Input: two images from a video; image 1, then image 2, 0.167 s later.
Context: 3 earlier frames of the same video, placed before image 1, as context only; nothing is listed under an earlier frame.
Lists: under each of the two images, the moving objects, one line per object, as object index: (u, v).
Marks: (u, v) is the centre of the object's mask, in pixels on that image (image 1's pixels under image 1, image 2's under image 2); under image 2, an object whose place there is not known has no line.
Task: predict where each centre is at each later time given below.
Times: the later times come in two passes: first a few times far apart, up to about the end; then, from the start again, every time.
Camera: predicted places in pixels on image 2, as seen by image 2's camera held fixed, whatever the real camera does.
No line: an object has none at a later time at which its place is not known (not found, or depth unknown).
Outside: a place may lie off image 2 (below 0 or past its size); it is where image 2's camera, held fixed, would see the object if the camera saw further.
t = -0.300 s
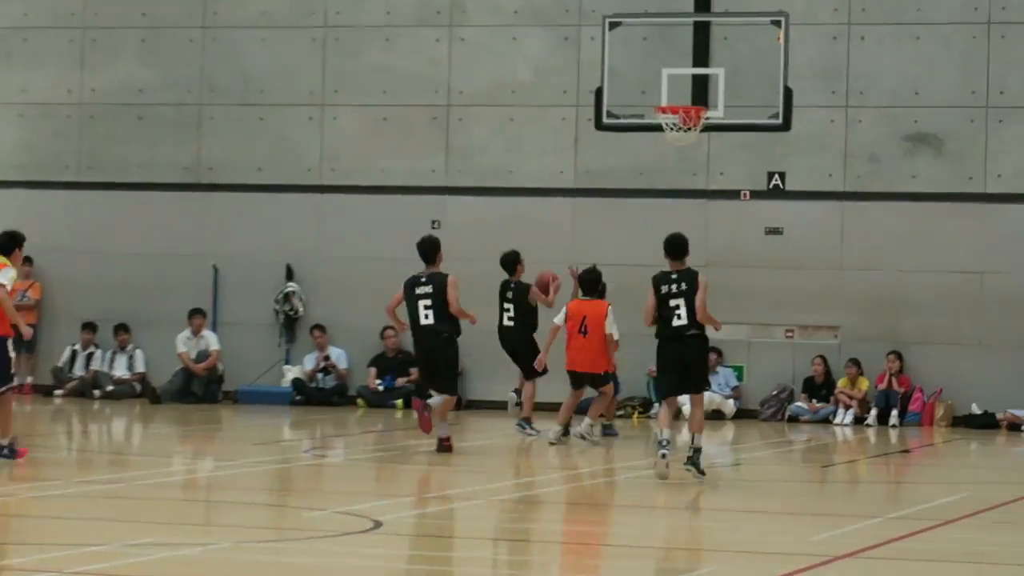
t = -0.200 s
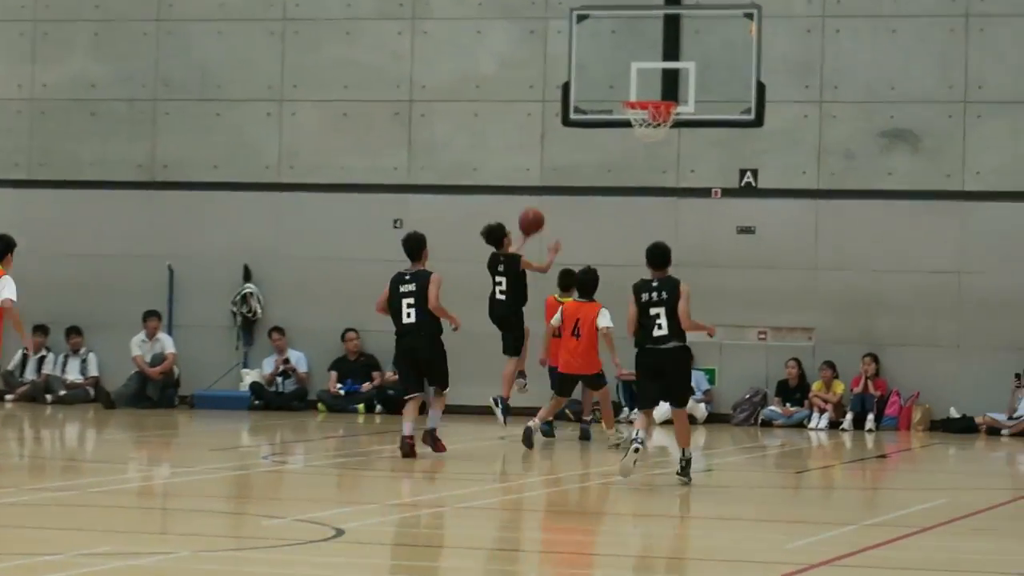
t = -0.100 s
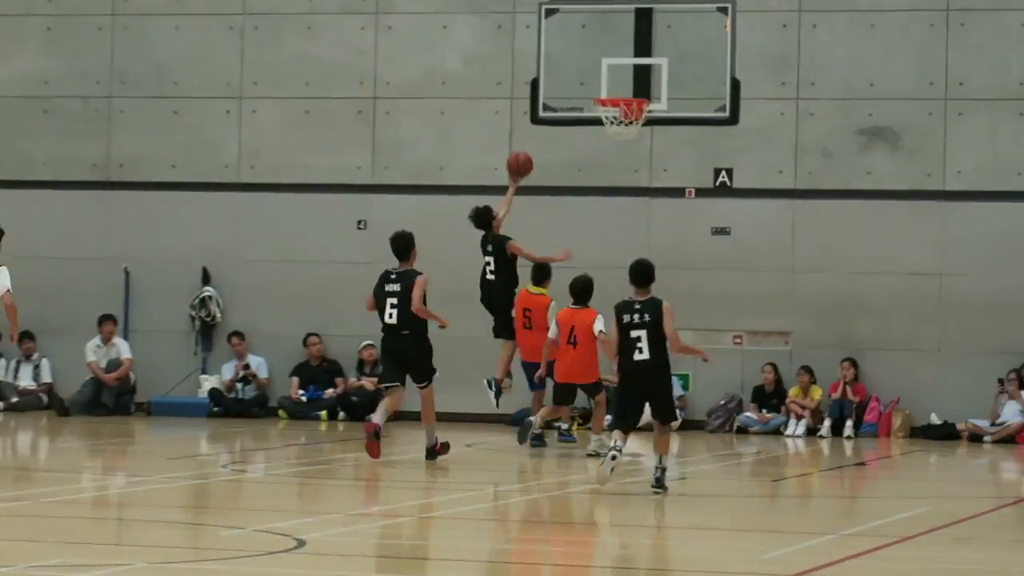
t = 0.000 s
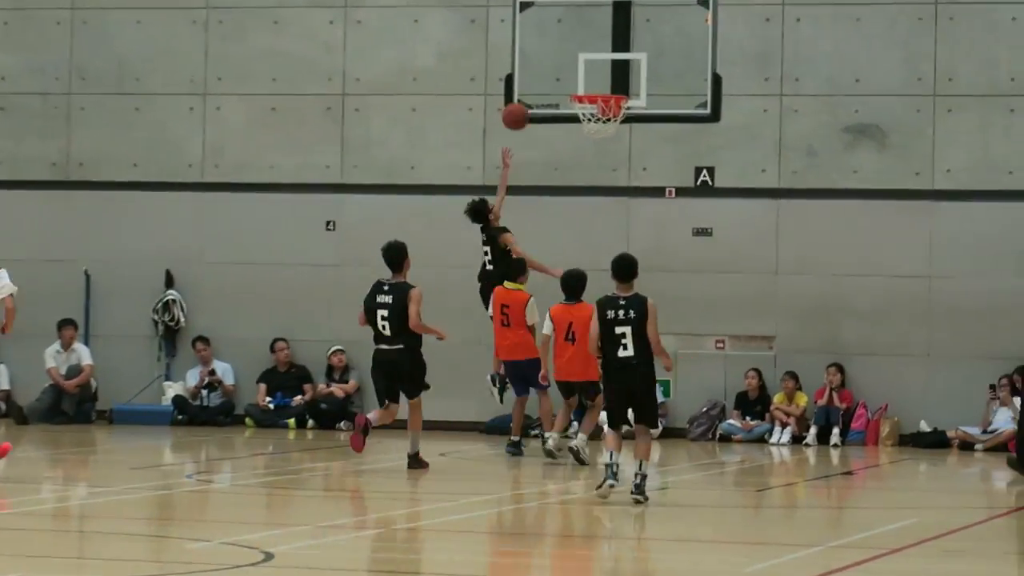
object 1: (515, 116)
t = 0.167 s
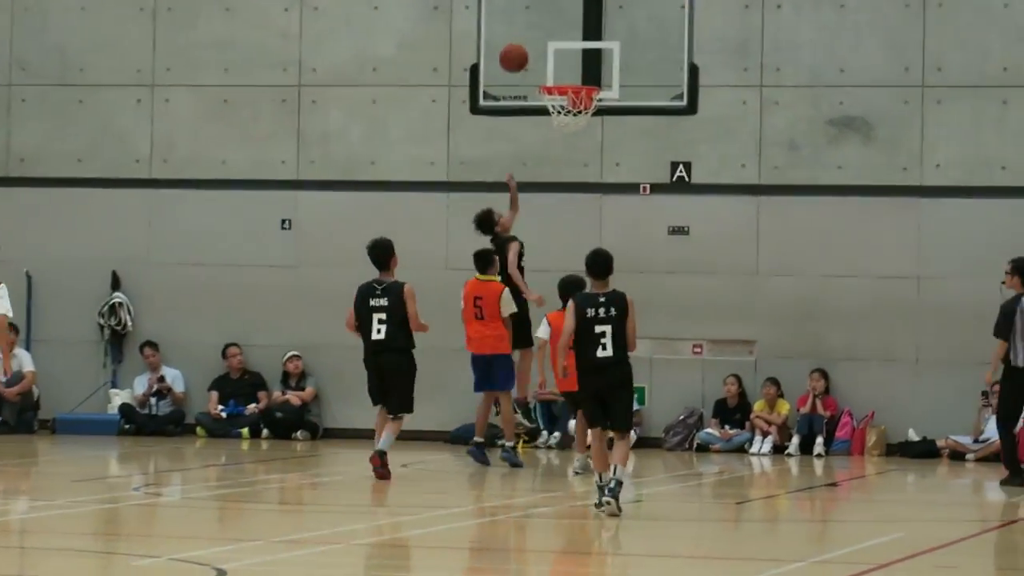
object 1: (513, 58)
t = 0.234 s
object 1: (521, 51)
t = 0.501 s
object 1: (550, 72)
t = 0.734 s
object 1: (590, 108)
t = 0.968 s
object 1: (578, 129)
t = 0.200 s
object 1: (517, 54)
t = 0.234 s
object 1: (521, 51)
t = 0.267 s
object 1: (525, 49)
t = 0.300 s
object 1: (528, 48)
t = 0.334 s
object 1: (532, 49)
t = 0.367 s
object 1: (536, 51)
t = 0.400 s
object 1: (539, 55)
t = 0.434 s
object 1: (543, 60)
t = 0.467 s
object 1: (547, 66)
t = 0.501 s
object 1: (550, 72)
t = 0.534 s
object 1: (555, 75)
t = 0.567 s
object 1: (562, 76)
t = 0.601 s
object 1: (567, 81)
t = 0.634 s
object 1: (572, 86)
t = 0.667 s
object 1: (580, 99)
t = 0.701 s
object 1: (587, 100)
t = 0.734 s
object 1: (590, 108)
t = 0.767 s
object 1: (593, 110)
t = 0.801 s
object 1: (592, 110)
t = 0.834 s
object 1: (593, 117)
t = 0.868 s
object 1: (587, 112)
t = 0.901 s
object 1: (585, 117)
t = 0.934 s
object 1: (581, 127)
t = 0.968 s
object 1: (578, 129)
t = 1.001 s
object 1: (576, 132)
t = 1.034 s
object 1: (572, 137)
